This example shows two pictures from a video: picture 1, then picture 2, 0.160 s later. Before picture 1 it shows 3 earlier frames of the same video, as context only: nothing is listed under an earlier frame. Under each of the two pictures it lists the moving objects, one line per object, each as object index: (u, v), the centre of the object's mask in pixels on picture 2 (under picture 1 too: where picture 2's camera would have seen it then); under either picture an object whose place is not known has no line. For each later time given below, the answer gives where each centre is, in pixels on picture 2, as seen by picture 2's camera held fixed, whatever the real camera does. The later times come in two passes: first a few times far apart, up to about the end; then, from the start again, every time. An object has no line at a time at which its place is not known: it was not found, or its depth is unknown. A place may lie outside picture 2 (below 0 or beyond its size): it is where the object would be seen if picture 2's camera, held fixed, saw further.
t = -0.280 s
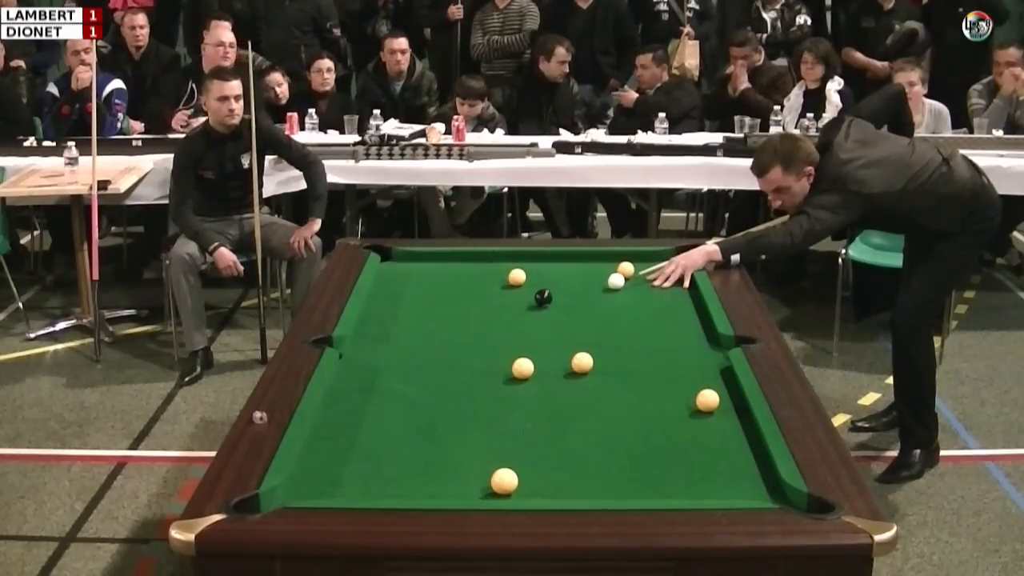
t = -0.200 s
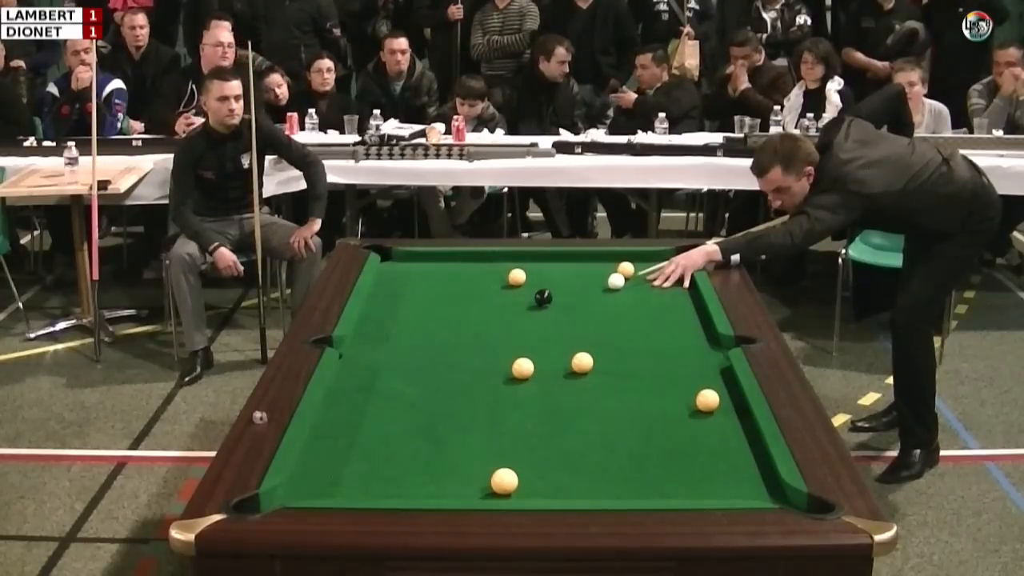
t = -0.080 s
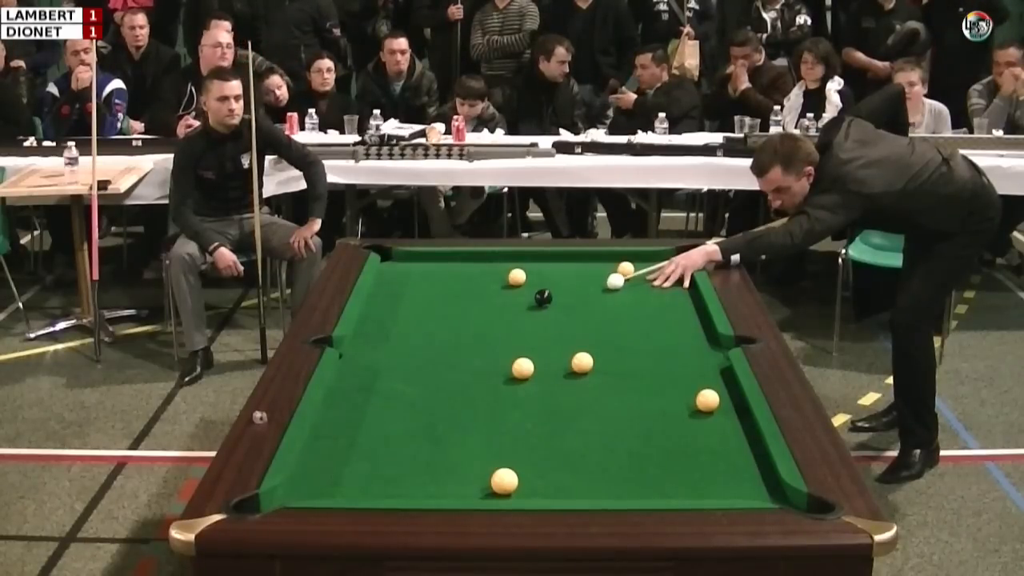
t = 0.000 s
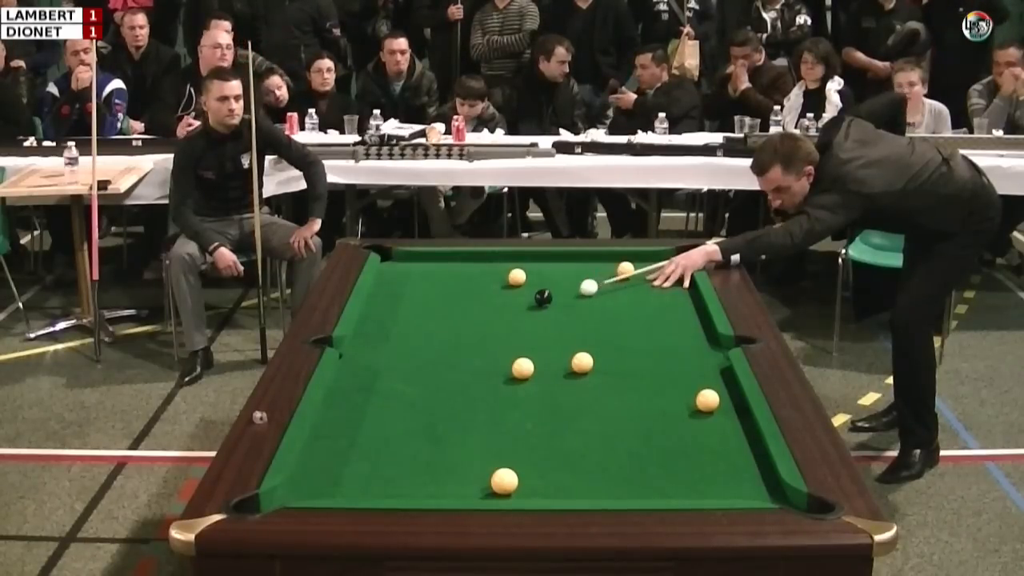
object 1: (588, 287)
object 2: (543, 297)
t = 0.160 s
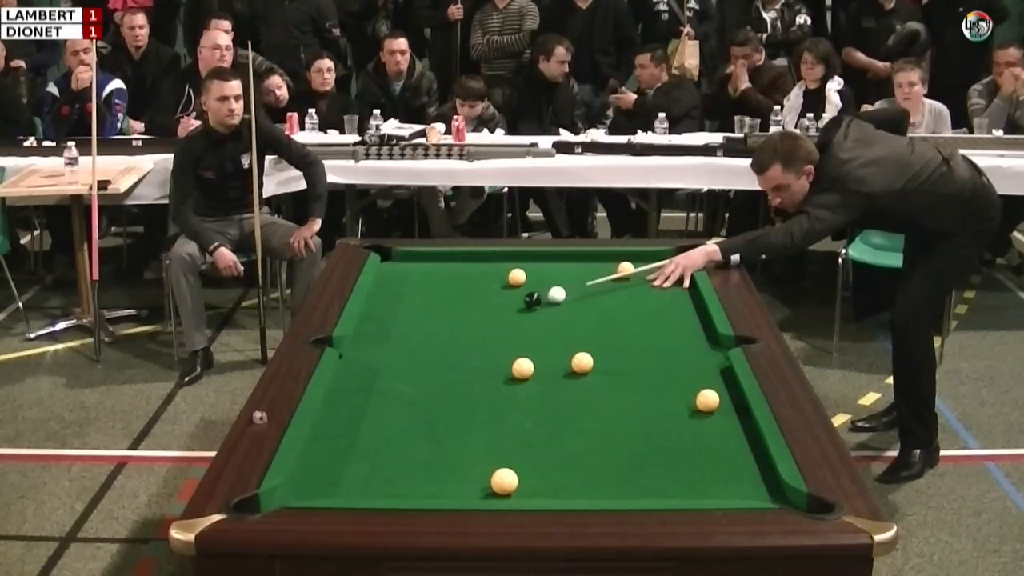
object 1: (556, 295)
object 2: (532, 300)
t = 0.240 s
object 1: (554, 295)
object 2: (517, 304)
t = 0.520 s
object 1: (542, 297)
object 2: (472, 314)
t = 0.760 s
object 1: (533, 299)
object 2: (434, 323)
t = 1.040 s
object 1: (525, 301)
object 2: (389, 334)
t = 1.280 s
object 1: (519, 302)
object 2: (351, 343)
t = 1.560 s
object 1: (513, 303)
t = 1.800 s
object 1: (510, 304)
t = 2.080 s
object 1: (508, 304)
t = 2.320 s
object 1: (508, 304)
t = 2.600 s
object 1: (508, 304)
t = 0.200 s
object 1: (556, 295)
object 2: (524, 302)
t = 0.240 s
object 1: (554, 295)
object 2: (517, 304)
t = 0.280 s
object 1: (552, 295)
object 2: (511, 305)
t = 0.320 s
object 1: (550, 295)
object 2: (505, 306)
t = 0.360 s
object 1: (549, 296)
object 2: (498, 308)
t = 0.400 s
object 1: (547, 296)
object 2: (492, 310)
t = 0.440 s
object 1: (545, 297)
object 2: (485, 311)
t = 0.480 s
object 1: (544, 297)
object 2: (479, 312)
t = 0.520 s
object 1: (542, 297)
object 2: (472, 314)
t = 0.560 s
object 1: (541, 298)
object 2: (465, 316)
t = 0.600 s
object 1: (539, 298)
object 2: (460, 317)
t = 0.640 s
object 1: (538, 298)
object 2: (453, 319)
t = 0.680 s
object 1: (536, 299)
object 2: (447, 321)
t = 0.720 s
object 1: (535, 299)
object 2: (440, 322)
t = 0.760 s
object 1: (533, 299)
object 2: (434, 323)
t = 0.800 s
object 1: (532, 299)
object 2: (427, 325)
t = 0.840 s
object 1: (531, 300)
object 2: (421, 327)
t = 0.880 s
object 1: (529, 300)
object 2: (415, 328)
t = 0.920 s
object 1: (528, 300)
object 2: (408, 329)
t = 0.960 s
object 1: (527, 300)
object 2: (402, 331)
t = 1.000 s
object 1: (526, 301)
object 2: (395, 333)
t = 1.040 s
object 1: (525, 301)
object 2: (389, 334)
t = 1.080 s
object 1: (523, 301)
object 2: (383, 336)
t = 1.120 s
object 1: (522, 301)
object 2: (376, 337)
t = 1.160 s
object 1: (521, 302)
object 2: (370, 339)
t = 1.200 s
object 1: (520, 302)
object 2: (364, 341)
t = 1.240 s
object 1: (519, 302)
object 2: (358, 342)
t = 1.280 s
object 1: (519, 302)
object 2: (351, 343)
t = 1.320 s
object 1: (518, 302)
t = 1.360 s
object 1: (517, 302)
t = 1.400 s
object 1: (516, 303)
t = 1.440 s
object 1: (515, 303)
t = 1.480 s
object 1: (514, 303)
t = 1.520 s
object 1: (514, 303)
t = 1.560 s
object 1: (513, 303)
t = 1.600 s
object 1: (512, 303)
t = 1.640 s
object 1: (512, 303)
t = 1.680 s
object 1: (511, 303)
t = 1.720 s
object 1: (511, 304)
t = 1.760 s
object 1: (510, 304)
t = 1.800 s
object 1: (510, 304)
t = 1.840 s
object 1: (509, 304)
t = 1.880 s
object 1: (509, 304)
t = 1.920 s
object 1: (508, 304)
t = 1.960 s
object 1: (508, 304)
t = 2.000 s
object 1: (508, 304)
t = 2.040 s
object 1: (508, 304)
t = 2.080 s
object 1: (508, 304)
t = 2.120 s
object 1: (508, 304)
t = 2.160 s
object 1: (508, 304)
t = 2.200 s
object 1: (508, 304)
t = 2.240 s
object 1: (508, 304)
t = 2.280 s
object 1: (508, 304)
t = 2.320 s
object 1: (508, 304)
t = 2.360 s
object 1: (508, 304)
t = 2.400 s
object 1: (508, 304)
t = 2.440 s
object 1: (508, 304)
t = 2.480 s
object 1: (508, 304)
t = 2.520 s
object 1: (508, 304)
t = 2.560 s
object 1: (508, 304)
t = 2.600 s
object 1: (508, 304)
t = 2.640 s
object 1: (508, 304)
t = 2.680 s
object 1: (508, 304)
